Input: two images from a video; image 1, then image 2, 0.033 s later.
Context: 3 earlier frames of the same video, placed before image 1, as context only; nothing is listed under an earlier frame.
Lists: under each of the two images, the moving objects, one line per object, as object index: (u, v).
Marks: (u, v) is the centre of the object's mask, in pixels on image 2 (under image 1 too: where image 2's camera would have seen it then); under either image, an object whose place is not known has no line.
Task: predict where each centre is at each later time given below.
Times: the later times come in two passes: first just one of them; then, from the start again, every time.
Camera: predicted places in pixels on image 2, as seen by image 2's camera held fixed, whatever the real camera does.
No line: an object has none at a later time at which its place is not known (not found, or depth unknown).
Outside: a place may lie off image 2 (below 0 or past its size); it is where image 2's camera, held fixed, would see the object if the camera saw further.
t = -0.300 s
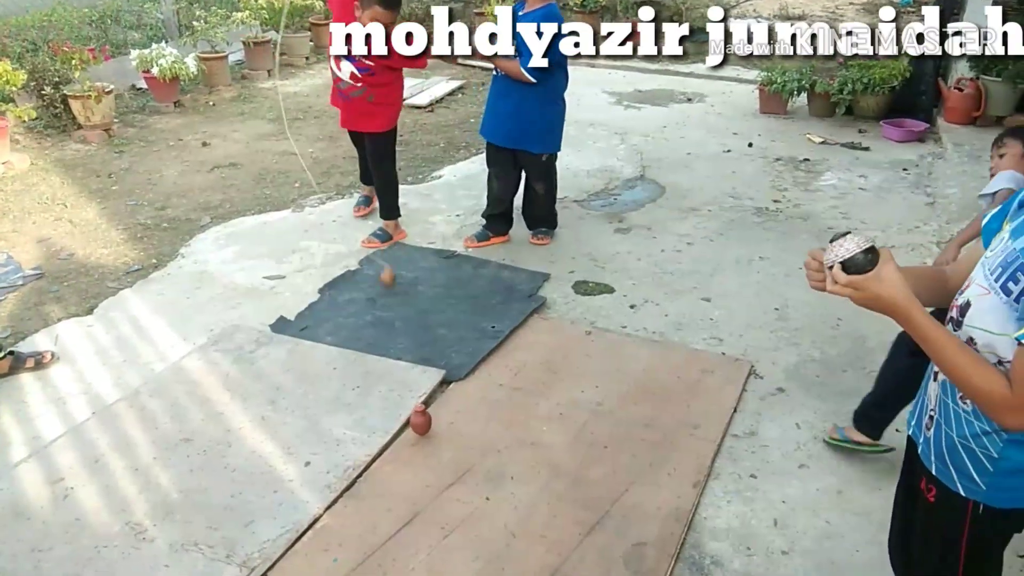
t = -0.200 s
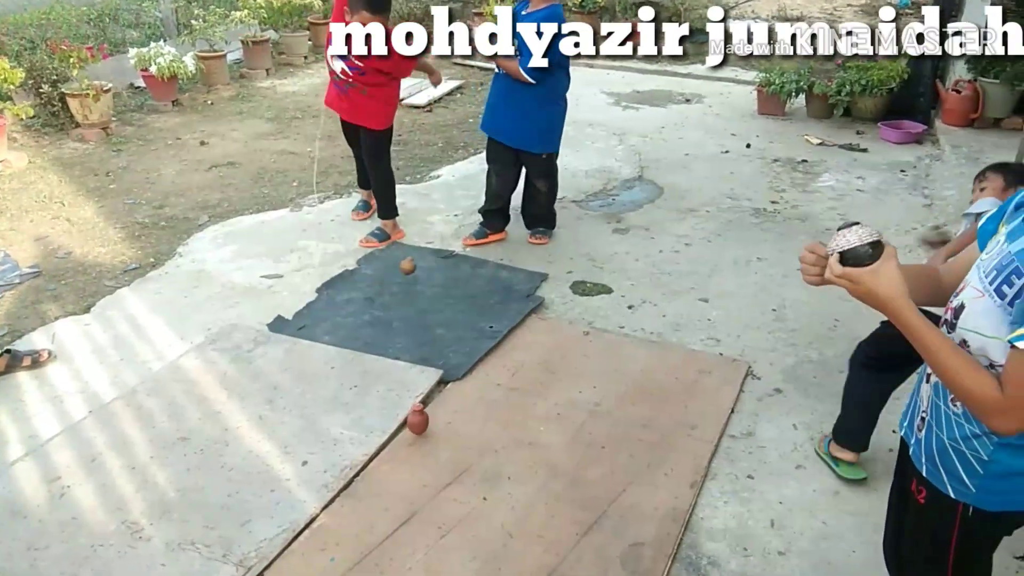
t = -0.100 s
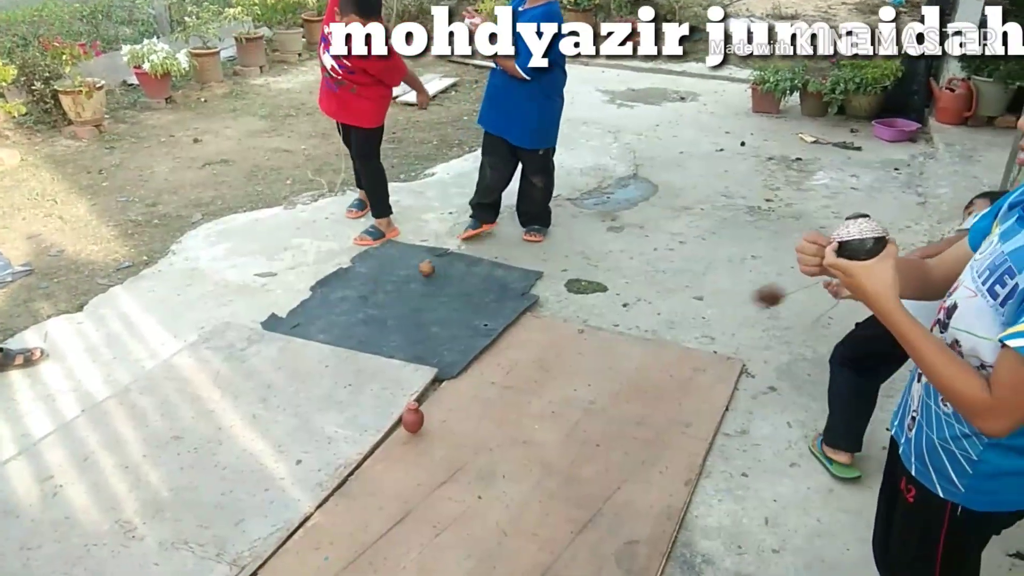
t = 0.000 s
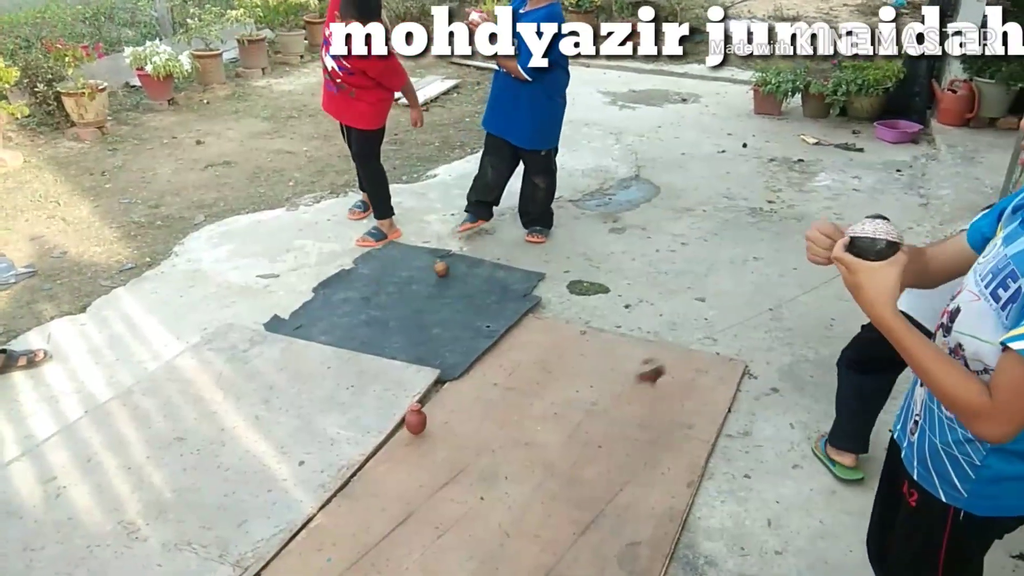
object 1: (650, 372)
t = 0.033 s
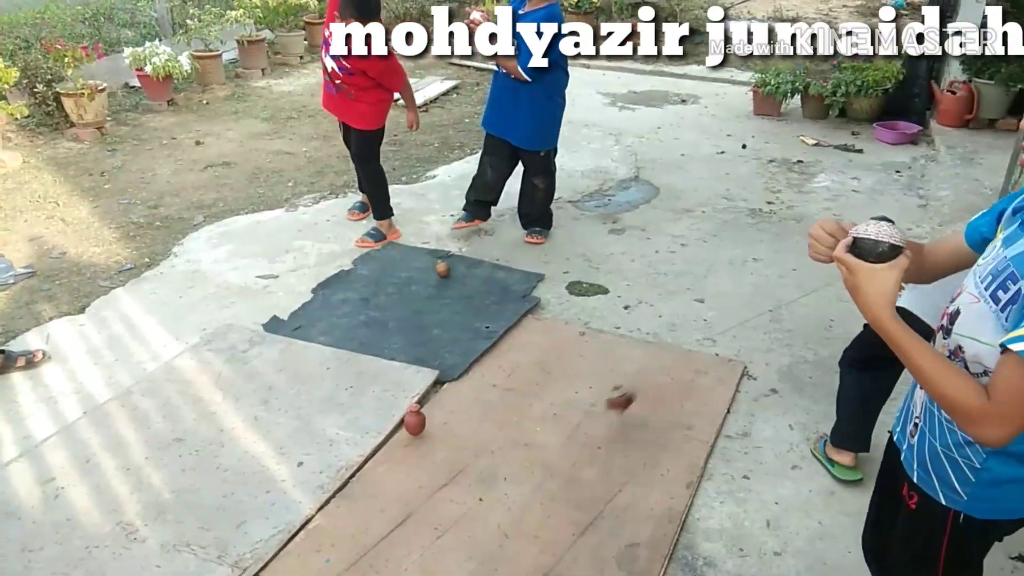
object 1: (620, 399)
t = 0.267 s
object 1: (544, 431)
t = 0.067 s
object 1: (596, 420)
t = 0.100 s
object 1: (583, 421)
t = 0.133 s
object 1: (573, 424)
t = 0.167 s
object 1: (565, 426)
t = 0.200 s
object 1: (557, 428)
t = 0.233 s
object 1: (550, 430)
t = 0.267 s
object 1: (544, 431)
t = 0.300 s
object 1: (538, 431)
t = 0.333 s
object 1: (531, 432)
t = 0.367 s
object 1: (524, 432)
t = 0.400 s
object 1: (517, 434)
